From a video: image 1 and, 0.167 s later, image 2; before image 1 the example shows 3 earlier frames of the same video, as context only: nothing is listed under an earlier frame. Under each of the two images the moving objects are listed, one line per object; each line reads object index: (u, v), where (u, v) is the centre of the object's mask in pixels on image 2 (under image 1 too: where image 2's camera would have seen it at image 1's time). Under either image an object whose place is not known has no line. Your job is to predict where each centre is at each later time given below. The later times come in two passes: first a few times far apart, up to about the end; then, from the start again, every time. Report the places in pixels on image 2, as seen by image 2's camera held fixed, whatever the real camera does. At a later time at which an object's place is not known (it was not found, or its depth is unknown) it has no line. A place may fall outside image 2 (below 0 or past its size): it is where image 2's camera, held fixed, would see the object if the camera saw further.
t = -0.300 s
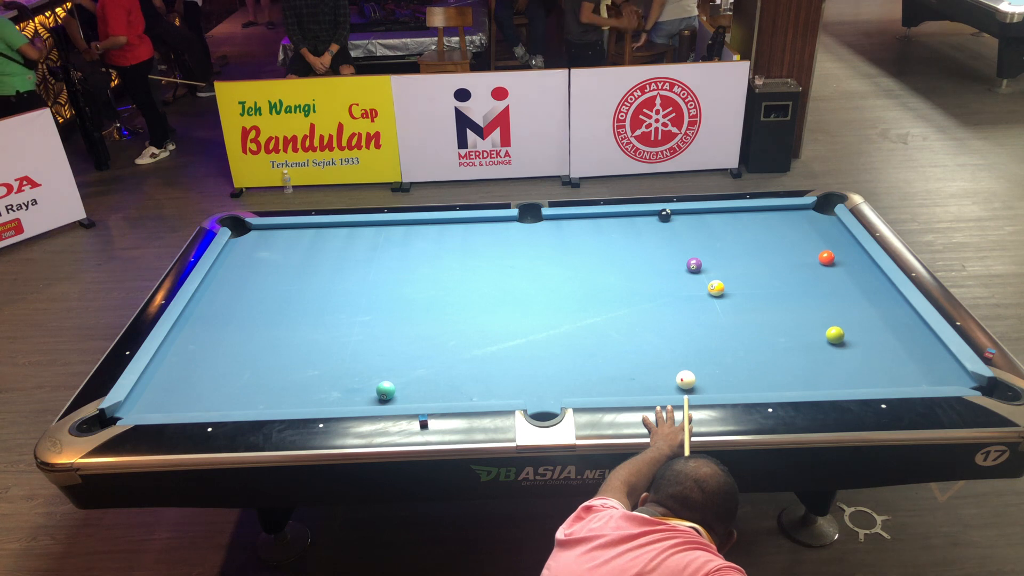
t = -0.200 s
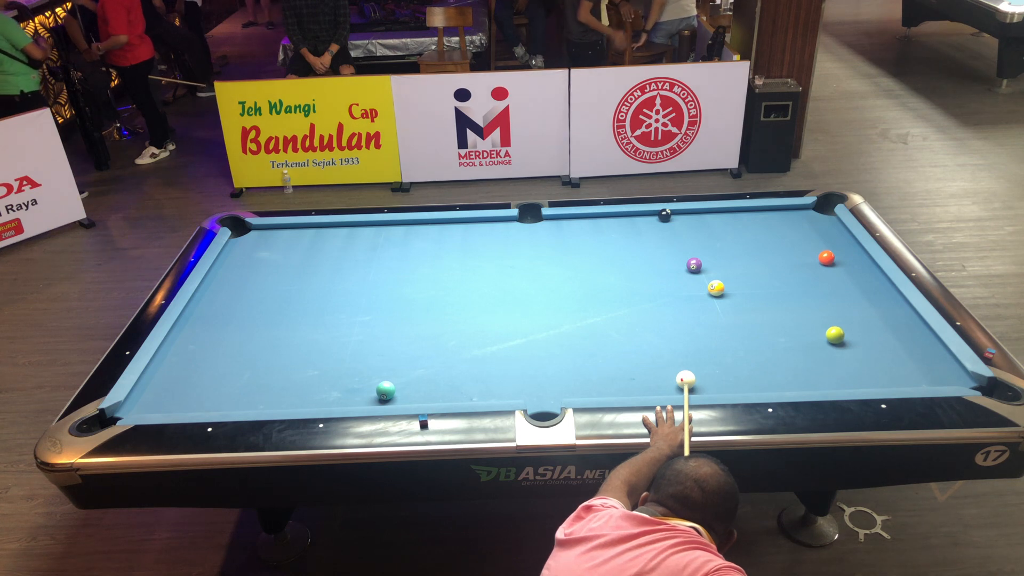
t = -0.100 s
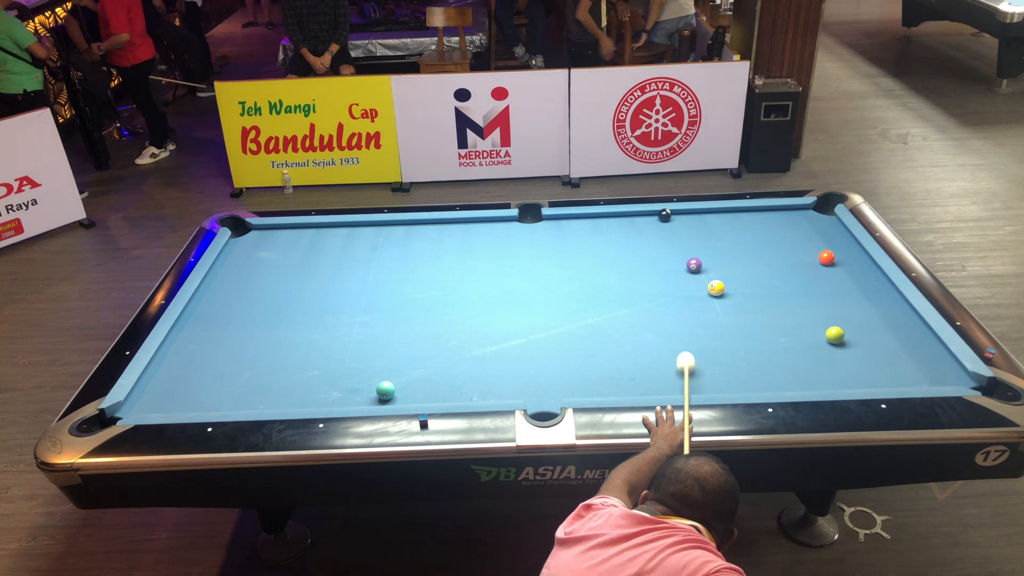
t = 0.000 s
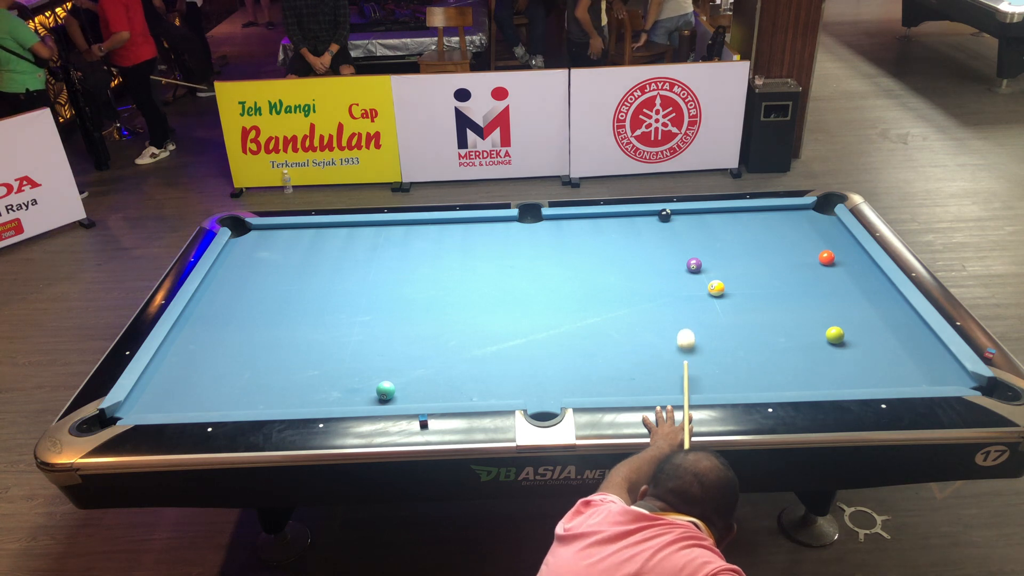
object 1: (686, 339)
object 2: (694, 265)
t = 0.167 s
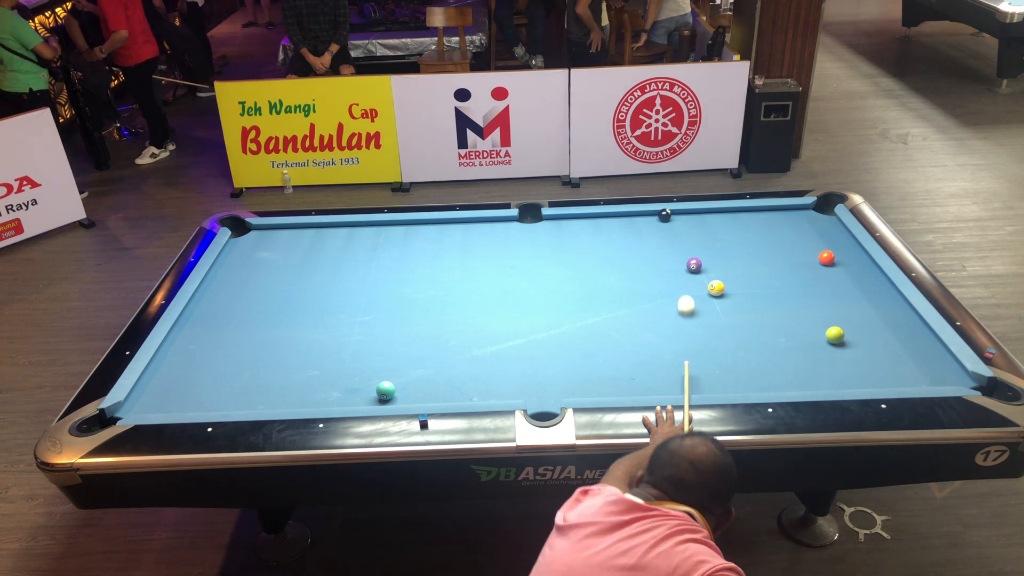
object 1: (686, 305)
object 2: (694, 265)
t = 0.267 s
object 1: (686, 286)
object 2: (694, 265)
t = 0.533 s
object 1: (667, 260)
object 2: (712, 250)
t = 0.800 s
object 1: (644, 242)
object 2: (734, 232)
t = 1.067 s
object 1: (623, 226)
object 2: (753, 215)
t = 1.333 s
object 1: (609, 219)
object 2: (772, 216)
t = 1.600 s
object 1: (604, 227)
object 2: (790, 222)
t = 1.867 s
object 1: (599, 234)
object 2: (808, 229)
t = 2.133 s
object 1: (594, 240)
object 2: (824, 235)
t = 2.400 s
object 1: (590, 247)
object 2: (840, 241)
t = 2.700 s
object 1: (586, 253)
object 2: (854, 247)
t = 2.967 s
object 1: (582, 258)
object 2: (852, 251)
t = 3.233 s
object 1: (579, 262)
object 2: (851, 254)
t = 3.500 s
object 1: (576, 266)
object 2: (850, 256)
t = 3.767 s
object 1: (574, 269)
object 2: (849, 258)
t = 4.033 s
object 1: (572, 272)
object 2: (848, 259)
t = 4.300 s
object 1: (570, 274)
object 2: (848, 259)
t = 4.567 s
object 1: (569, 275)
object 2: (848, 259)
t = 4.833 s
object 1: (569, 276)
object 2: (848, 259)
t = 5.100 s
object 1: (568, 276)
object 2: (848, 259)
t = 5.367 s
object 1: (569, 275)
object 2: (848, 259)
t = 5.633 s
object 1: (568, 275)
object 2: (848, 259)
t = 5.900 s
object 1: (568, 275)
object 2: (848, 259)
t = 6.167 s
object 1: (568, 275)
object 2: (848, 259)
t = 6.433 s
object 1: (568, 276)
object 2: (848, 259)
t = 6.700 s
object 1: (568, 275)
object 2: (848, 259)
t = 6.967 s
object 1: (568, 275)
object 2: (848, 259)
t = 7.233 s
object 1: (568, 276)
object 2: (848, 259)
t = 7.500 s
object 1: (568, 276)
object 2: (848, 259)
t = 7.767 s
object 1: (568, 275)
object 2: (848, 259)
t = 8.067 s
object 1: (568, 275)
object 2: (848, 259)
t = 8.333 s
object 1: (568, 275)
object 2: (848, 259)
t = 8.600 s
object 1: (568, 275)
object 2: (848, 259)
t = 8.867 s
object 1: (568, 275)
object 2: (848, 259)
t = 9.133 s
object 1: (568, 275)
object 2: (848, 259)
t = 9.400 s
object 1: (568, 275)
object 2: (848, 259)
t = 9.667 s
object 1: (568, 275)
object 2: (848, 259)
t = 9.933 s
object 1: (568, 275)
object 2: (848, 259)
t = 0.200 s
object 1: (686, 298)
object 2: (694, 265)
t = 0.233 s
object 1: (686, 292)
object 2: (694, 265)
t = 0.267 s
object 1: (686, 286)
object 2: (694, 265)
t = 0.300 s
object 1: (686, 281)
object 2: (694, 265)
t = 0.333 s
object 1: (686, 275)
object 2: (695, 264)
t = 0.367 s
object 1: (685, 271)
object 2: (696, 263)
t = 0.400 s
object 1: (681, 269)
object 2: (699, 261)
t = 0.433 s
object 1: (677, 267)
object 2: (703, 258)
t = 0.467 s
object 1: (674, 264)
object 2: (706, 255)
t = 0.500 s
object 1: (670, 262)
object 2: (709, 252)
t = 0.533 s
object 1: (667, 260)
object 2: (712, 250)
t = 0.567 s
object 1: (664, 257)
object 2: (715, 247)
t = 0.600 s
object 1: (661, 255)
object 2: (718, 245)
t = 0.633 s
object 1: (658, 253)
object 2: (721, 243)
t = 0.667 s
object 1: (655, 250)
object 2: (724, 240)
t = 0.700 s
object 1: (652, 248)
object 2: (726, 238)
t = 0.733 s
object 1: (649, 246)
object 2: (729, 236)
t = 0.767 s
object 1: (647, 244)
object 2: (731, 234)
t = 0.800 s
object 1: (644, 242)
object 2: (734, 232)
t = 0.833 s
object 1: (641, 240)
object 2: (736, 229)
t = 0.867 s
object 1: (638, 238)
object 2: (739, 227)
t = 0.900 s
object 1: (636, 236)
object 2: (741, 225)
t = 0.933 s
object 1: (633, 234)
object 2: (744, 223)
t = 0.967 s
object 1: (631, 232)
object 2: (746, 221)
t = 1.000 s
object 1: (628, 230)
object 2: (749, 219)
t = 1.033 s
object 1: (626, 228)
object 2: (751, 217)
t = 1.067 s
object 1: (623, 226)
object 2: (753, 215)
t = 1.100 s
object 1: (621, 224)
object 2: (756, 213)
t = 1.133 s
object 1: (619, 222)
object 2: (758, 211)
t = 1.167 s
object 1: (616, 221)
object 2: (760, 211)
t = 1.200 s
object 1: (614, 219)
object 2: (763, 212)
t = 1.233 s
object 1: (612, 217)
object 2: (765, 213)
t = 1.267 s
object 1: (611, 217)
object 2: (768, 214)
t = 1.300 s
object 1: (610, 218)
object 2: (770, 215)
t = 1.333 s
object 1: (609, 219)
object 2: (772, 216)
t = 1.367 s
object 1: (609, 220)
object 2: (774, 216)
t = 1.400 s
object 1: (608, 221)
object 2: (777, 217)
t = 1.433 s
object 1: (607, 222)
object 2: (779, 218)
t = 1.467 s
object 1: (607, 223)
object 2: (781, 219)
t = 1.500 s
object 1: (606, 224)
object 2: (784, 220)
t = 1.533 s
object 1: (605, 225)
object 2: (786, 221)
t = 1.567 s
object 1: (605, 226)
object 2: (788, 221)
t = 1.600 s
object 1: (604, 227)
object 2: (790, 222)
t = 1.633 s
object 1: (603, 228)
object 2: (793, 223)
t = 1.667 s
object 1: (603, 229)
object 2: (795, 224)
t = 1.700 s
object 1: (602, 229)
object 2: (797, 225)
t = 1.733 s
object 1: (601, 230)
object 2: (799, 226)
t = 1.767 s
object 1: (601, 231)
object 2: (801, 226)
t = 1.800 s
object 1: (600, 232)
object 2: (804, 227)
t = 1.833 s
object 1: (600, 233)
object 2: (806, 228)
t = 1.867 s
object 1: (599, 234)
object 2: (808, 229)
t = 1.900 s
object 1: (598, 235)
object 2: (810, 229)
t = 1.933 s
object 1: (598, 236)
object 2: (812, 230)
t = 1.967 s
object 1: (597, 236)
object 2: (814, 231)
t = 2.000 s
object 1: (597, 237)
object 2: (816, 232)
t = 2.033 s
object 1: (596, 238)
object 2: (818, 232)
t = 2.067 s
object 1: (595, 239)
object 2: (820, 233)
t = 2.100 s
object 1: (595, 240)
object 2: (822, 234)
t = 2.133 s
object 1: (594, 240)
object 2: (824, 235)
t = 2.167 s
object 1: (594, 241)
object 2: (826, 236)
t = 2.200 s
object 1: (593, 242)
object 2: (829, 236)
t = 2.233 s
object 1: (593, 243)
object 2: (830, 237)
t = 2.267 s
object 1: (592, 244)
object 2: (832, 238)
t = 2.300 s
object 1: (591, 244)
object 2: (834, 239)
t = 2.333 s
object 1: (591, 245)
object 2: (836, 239)
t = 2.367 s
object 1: (590, 246)
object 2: (838, 240)
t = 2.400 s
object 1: (590, 247)
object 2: (840, 241)
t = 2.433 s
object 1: (589, 247)
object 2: (842, 242)
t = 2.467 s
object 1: (589, 248)
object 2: (844, 242)
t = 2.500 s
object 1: (588, 249)
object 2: (846, 243)
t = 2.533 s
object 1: (588, 249)
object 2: (848, 244)
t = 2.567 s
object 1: (588, 250)
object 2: (850, 244)
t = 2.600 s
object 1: (587, 251)
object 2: (852, 245)
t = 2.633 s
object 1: (587, 251)
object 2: (853, 246)
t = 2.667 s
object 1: (586, 252)
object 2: (854, 246)
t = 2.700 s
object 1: (586, 253)
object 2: (854, 247)
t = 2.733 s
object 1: (585, 253)
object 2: (854, 247)
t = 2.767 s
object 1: (585, 254)
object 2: (853, 248)
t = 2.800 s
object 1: (584, 255)
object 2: (853, 248)
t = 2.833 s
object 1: (584, 255)
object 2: (853, 249)
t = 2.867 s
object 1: (583, 256)
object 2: (853, 249)
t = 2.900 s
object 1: (583, 257)
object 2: (852, 250)
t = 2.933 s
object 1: (583, 257)
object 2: (852, 250)
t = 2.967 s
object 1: (582, 258)
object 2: (852, 251)
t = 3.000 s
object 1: (582, 258)
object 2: (852, 251)
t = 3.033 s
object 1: (582, 259)
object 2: (852, 251)
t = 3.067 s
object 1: (581, 260)
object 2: (851, 252)
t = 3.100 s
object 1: (581, 260)
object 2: (851, 252)
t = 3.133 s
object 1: (580, 261)
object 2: (851, 253)
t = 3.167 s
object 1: (580, 261)
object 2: (851, 253)
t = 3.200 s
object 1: (580, 262)
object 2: (851, 253)
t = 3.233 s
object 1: (579, 262)
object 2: (851, 254)
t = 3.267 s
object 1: (579, 263)
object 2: (851, 254)
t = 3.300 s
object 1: (578, 263)
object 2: (851, 254)
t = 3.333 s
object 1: (578, 264)
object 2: (851, 255)
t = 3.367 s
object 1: (578, 264)
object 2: (850, 255)
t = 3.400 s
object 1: (577, 265)
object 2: (850, 255)
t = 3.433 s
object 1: (577, 265)
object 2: (850, 256)
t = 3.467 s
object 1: (577, 266)
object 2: (850, 256)
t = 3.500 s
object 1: (576, 266)
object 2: (850, 256)
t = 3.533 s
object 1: (576, 266)
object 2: (849, 256)
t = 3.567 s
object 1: (576, 267)
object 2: (849, 257)
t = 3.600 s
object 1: (575, 267)
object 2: (849, 257)
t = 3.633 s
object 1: (575, 268)
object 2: (849, 257)
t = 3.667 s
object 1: (575, 268)
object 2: (849, 257)
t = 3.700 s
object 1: (574, 269)
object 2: (849, 257)
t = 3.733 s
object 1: (574, 269)
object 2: (848, 257)
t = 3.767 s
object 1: (574, 269)
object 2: (849, 258)
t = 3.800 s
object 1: (573, 270)
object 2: (848, 258)
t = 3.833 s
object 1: (573, 270)
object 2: (848, 258)
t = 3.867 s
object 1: (573, 270)
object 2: (848, 258)
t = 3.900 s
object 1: (573, 271)
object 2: (848, 258)
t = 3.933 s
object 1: (572, 271)
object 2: (848, 258)
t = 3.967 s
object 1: (572, 271)
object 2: (848, 259)
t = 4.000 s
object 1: (572, 272)
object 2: (848, 259)
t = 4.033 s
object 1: (572, 272)
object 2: (848, 259)
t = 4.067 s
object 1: (571, 272)
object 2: (848, 259)
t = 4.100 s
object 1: (571, 272)
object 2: (848, 259)
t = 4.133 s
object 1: (571, 273)
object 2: (848, 259)
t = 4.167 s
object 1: (571, 273)
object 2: (848, 259)
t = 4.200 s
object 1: (571, 273)
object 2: (848, 259)
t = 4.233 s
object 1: (571, 273)
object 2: (848, 259)
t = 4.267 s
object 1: (570, 274)
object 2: (848, 259)
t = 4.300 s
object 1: (570, 274)
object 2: (848, 259)
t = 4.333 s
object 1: (570, 274)
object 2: (848, 259)
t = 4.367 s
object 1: (570, 274)
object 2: (848, 259)
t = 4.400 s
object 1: (570, 274)
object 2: (848, 259)
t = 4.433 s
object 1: (570, 275)
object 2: (848, 259)
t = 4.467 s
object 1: (569, 275)
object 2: (848, 259)
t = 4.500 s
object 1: (569, 275)
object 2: (848, 259)
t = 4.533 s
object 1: (569, 275)
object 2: (848, 259)
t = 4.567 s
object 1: (569, 275)
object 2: (848, 259)
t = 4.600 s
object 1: (569, 275)
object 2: (848, 259)
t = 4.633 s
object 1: (569, 275)
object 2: (848, 259)
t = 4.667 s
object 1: (569, 275)
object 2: (848, 259)
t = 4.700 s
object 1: (569, 275)
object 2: (848, 259)
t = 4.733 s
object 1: (569, 275)
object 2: (848, 259)
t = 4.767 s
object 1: (569, 275)
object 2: (848, 259)
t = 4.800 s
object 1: (569, 276)
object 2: (848, 259)
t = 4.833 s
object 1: (569, 276)
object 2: (848, 259)
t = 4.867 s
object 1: (568, 275)
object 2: (848, 259)
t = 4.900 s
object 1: (568, 276)
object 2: (848, 259)
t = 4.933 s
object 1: (568, 276)
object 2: (848, 259)
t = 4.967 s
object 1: (568, 276)
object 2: (848, 259)
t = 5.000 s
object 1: (568, 276)
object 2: (848, 259)
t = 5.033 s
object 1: (568, 276)
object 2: (848, 259)
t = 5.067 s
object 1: (568, 276)
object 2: (848, 259)
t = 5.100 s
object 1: (568, 276)
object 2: (848, 259)
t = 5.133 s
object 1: (568, 276)
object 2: (848, 259)
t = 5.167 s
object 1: (568, 276)
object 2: (848, 259)
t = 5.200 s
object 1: (568, 276)
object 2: (848, 259)
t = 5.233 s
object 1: (568, 276)
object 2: (848, 259)
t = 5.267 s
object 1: (568, 275)
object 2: (848, 259)
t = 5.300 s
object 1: (568, 275)
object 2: (848, 259)
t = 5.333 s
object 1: (568, 275)
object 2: (848, 259)
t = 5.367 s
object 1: (569, 275)
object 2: (848, 259)
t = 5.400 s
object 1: (568, 275)
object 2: (848, 259)
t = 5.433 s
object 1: (568, 275)
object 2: (848, 259)
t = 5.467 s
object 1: (568, 275)
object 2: (848, 259)
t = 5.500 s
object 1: (568, 275)
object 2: (848, 259)
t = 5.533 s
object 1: (568, 275)
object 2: (848, 259)
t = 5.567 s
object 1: (568, 275)
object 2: (848, 259)
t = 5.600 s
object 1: (568, 275)
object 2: (848, 259)
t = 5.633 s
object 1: (568, 275)
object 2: (848, 259)
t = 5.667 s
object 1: (568, 275)
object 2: (848, 259)
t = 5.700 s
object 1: (568, 275)
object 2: (848, 259)
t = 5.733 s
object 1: (568, 275)
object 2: (848, 259)
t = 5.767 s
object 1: (568, 275)
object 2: (848, 259)
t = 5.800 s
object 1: (568, 275)
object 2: (848, 259)
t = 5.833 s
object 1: (568, 275)
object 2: (848, 259)
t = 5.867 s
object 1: (568, 275)
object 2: (848, 259)
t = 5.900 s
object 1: (568, 275)
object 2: (848, 259)
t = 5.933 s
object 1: (568, 275)
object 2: (848, 259)
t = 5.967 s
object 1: (568, 275)
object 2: (848, 259)
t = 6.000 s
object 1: (568, 275)
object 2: (848, 259)
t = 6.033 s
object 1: (568, 275)
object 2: (848, 259)
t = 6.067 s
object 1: (568, 275)
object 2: (848, 259)
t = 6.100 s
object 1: (568, 275)
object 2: (848, 259)
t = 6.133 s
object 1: (568, 275)
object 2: (848, 259)
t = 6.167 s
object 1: (568, 275)
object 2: (848, 259)
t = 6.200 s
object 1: (568, 275)
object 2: (848, 259)
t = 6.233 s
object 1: (568, 275)
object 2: (848, 259)
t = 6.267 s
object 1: (568, 275)
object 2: (848, 259)
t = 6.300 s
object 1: (568, 275)
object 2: (848, 259)
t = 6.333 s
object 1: (568, 275)
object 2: (848, 259)
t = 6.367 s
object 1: (568, 275)
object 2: (848, 259)
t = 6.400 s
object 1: (568, 275)
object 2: (848, 259)
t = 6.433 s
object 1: (568, 276)
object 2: (848, 259)
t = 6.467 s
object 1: (568, 275)
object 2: (848, 259)
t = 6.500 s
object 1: (568, 275)
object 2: (848, 259)
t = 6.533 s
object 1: (568, 275)
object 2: (848, 259)
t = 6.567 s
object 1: (568, 275)
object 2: (848, 259)
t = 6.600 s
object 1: (568, 275)
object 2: (848, 259)
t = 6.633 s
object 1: (568, 275)
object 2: (848, 259)
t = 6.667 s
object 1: (568, 275)
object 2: (848, 259)
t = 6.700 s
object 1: (568, 275)
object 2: (848, 259)
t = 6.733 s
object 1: (568, 275)
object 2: (848, 259)
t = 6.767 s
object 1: (568, 275)
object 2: (848, 259)
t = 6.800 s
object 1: (568, 275)
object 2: (848, 259)
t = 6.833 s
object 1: (568, 275)
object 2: (848, 259)
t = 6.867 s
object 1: (568, 275)
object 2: (848, 259)
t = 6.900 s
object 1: (568, 275)
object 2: (848, 259)
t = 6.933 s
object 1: (568, 275)
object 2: (848, 259)
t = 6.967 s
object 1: (568, 275)
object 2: (848, 259)
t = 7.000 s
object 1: (568, 275)
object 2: (848, 259)
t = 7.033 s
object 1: (568, 275)
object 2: (848, 259)
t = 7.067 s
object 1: (568, 276)
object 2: (848, 259)
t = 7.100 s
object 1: (568, 275)
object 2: (848, 259)
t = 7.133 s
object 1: (568, 275)
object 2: (848, 259)
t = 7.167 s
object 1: (568, 275)
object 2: (848, 259)
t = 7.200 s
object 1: (568, 276)
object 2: (848, 259)
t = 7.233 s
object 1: (568, 276)
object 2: (848, 259)
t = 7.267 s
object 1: (568, 276)
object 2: (848, 259)
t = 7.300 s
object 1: (568, 275)
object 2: (848, 259)
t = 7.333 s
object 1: (568, 275)
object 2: (848, 259)
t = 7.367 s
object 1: (568, 276)
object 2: (848, 259)
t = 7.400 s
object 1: (568, 276)
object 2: (848, 259)
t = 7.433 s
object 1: (568, 275)
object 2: (848, 259)
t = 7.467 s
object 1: (568, 275)
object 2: (848, 259)
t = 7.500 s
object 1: (568, 276)
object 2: (848, 259)
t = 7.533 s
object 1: (568, 275)
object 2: (848, 259)
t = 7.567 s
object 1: (568, 276)
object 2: (848, 259)
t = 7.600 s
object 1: (568, 275)
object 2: (848, 259)
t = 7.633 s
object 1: (568, 275)
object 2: (848, 259)
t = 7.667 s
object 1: (568, 275)
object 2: (848, 259)
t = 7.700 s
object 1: (568, 275)
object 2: (848, 259)
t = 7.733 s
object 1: (568, 275)
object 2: (848, 259)
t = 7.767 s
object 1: (568, 275)
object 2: (848, 259)
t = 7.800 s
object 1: (568, 275)
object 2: (848, 259)
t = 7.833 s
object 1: (568, 275)
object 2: (848, 259)
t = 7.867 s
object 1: (568, 275)
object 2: (848, 259)
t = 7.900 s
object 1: (568, 275)
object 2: (848, 259)
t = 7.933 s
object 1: (568, 275)
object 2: (848, 259)
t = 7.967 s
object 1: (568, 275)
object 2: (848, 259)
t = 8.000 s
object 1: (568, 275)
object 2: (848, 259)
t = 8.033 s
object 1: (568, 275)
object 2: (848, 259)
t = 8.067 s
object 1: (568, 275)
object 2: (848, 259)
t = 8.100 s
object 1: (568, 275)
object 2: (848, 259)
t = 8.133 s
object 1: (568, 275)
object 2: (848, 259)
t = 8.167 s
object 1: (568, 275)
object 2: (848, 259)
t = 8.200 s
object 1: (568, 275)
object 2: (848, 259)
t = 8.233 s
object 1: (568, 275)
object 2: (848, 259)
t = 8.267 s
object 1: (568, 275)
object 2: (848, 259)
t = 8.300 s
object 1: (568, 275)
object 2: (848, 259)
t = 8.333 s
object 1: (568, 275)
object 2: (848, 259)
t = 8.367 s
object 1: (568, 275)
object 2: (848, 259)
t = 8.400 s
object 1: (568, 275)
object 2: (848, 259)
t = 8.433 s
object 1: (568, 275)
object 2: (848, 259)
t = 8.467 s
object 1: (568, 275)
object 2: (848, 259)
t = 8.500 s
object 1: (568, 275)
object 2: (848, 259)
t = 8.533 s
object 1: (568, 275)
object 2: (848, 259)
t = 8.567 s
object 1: (568, 275)
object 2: (848, 259)
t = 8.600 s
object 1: (568, 275)
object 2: (848, 259)
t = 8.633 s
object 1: (568, 275)
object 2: (848, 259)
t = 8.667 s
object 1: (568, 275)
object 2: (848, 259)
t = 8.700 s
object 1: (568, 275)
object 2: (848, 259)
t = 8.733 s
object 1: (568, 275)
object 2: (848, 259)
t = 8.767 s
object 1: (568, 275)
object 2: (848, 259)
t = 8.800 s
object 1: (568, 275)
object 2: (848, 259)
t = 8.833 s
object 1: (568, 275)
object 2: (848, 259)
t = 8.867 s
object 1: (568, 275)
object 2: (848, 259)
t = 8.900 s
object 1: (568, 275)
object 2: (848, 259)
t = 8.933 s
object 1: (568, 275)
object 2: (848, 259)
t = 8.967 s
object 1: (568, 275)
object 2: (848, 259)
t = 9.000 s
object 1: (568, 275)
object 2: (848, 259)
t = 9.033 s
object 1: (568, 275)
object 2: (848, 259)
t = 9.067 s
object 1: (568, 275)
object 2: (848, 259)
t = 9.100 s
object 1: (568, 275)
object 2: (848, 259)
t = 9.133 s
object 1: (568, 275)
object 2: (848, 259)
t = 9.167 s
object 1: (568, 275)
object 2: (848, 259)
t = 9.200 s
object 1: (568, 275)
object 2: (848, 259)
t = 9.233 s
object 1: (568, 275)
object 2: (848, 259)
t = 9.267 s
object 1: (568, 275)
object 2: (848, 259)
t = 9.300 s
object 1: (568, 275)
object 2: (848, 259)
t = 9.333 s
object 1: (568, 275)
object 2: (848, 259)
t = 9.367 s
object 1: (568, 275)
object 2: (848, 259)
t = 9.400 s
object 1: (568, 275)
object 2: (848, 259)
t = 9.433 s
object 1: (568, 275)
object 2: (848, 259)
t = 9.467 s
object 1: (568, 275)
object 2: (848, 259)
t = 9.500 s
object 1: (568, 275)
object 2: (848, 259)
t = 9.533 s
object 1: (568, 275)
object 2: (848, 259)
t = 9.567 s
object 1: (568, 275)
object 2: (848, 259)
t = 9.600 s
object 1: (568, 275)
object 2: (848, 259)
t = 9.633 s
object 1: (568, 275)
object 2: (848, 259)
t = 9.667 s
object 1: (568, 275)
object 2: (848, 259)
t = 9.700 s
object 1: (568, 275)
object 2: (848, 259)
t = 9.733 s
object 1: (568, 275)
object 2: (848, 259)
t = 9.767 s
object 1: (568, 275)
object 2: (848, 259)
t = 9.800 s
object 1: (568, 275)
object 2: (848, 259)
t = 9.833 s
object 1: (568, 275)
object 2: (848, 259)
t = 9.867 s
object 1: (568, 275)
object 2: (848, 259)
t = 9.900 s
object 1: (568, 275)
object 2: (848, 259)
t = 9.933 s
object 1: (568, 275)
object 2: (848, 259)
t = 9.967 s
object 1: (568, 275)
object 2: (848, 259)
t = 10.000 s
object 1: (568, 275)
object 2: (848, 259)
